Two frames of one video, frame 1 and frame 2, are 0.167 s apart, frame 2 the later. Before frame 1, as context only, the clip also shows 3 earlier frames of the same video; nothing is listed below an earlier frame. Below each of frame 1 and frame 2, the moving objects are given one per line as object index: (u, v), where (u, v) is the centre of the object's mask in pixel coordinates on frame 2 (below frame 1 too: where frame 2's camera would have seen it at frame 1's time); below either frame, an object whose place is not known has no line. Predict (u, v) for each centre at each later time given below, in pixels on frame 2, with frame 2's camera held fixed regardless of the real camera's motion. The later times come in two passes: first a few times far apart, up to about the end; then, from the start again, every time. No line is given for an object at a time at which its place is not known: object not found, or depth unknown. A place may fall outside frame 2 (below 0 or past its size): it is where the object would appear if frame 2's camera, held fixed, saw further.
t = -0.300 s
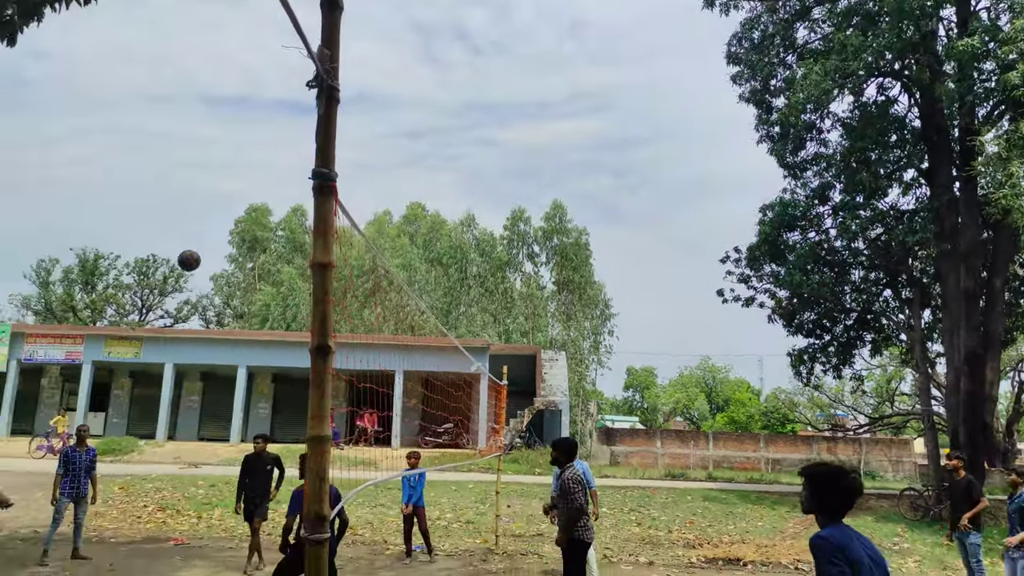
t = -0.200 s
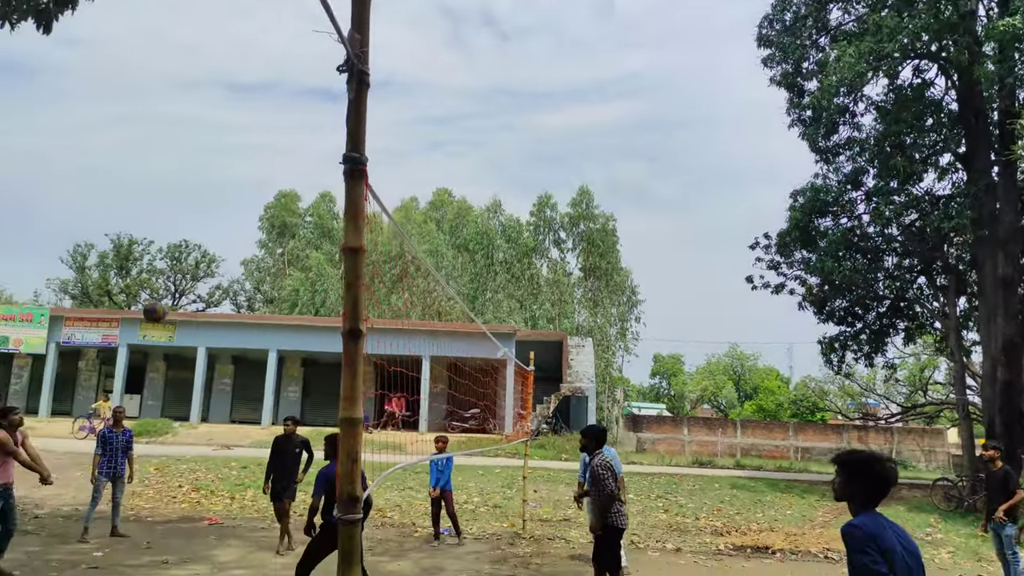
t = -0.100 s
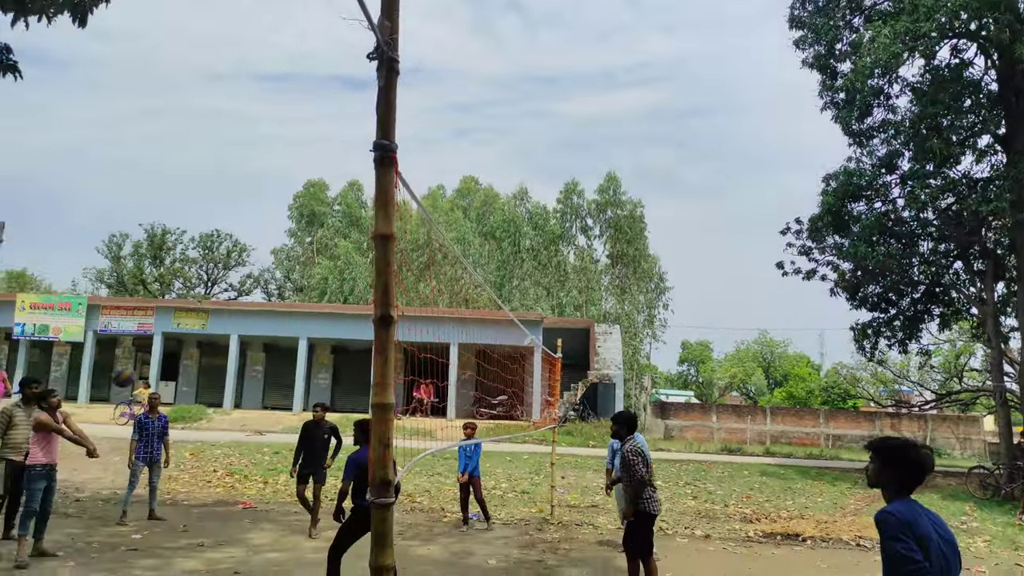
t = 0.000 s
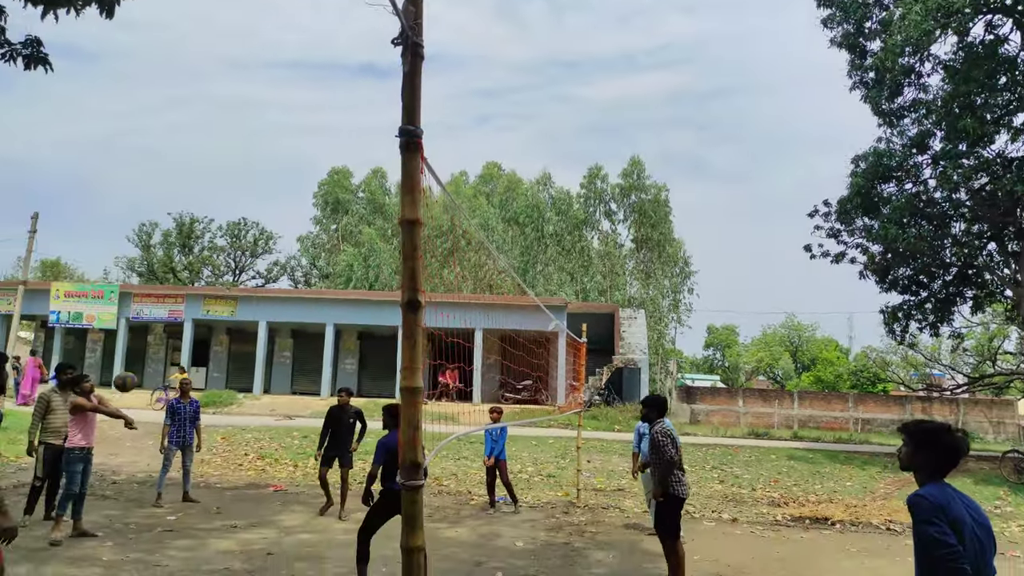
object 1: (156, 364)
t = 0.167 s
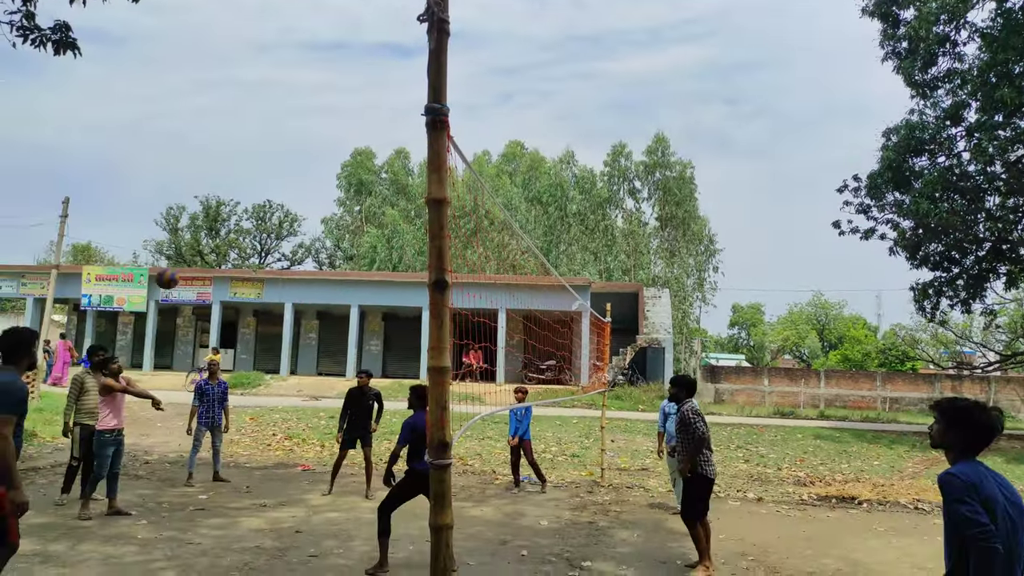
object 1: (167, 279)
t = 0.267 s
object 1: (172, 239)
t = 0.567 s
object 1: (188, 168)
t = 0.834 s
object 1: (196, 183)
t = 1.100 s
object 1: (191, 287)
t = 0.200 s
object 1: (169, 265)
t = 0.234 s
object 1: (171, 252)
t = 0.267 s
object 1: (172, 239)
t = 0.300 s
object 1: (174, 227)
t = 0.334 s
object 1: (176, 216)
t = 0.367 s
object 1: (179, 206)
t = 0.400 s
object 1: (181, 197)
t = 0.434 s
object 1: (183, 189)
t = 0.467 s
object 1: (185, 181)
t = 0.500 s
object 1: (186, 176)
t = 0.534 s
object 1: (187, 171)
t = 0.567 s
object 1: (188, 168)
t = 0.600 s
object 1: (190, 166)
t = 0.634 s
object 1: (190, 165)
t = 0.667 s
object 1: (191, 165)
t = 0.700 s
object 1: (193, 166)
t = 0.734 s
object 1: (194, 168)
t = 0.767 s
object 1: (195, 172)
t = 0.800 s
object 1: (196, 177)
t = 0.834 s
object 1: (196, 183)
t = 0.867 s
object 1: (195, 191)
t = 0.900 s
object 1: (196, 199)
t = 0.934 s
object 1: (197, 209)
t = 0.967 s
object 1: (191, 223)
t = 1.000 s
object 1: (192, 235)
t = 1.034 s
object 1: (191, 252)
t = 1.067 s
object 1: (191, 268)
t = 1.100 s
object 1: (191, 287)
